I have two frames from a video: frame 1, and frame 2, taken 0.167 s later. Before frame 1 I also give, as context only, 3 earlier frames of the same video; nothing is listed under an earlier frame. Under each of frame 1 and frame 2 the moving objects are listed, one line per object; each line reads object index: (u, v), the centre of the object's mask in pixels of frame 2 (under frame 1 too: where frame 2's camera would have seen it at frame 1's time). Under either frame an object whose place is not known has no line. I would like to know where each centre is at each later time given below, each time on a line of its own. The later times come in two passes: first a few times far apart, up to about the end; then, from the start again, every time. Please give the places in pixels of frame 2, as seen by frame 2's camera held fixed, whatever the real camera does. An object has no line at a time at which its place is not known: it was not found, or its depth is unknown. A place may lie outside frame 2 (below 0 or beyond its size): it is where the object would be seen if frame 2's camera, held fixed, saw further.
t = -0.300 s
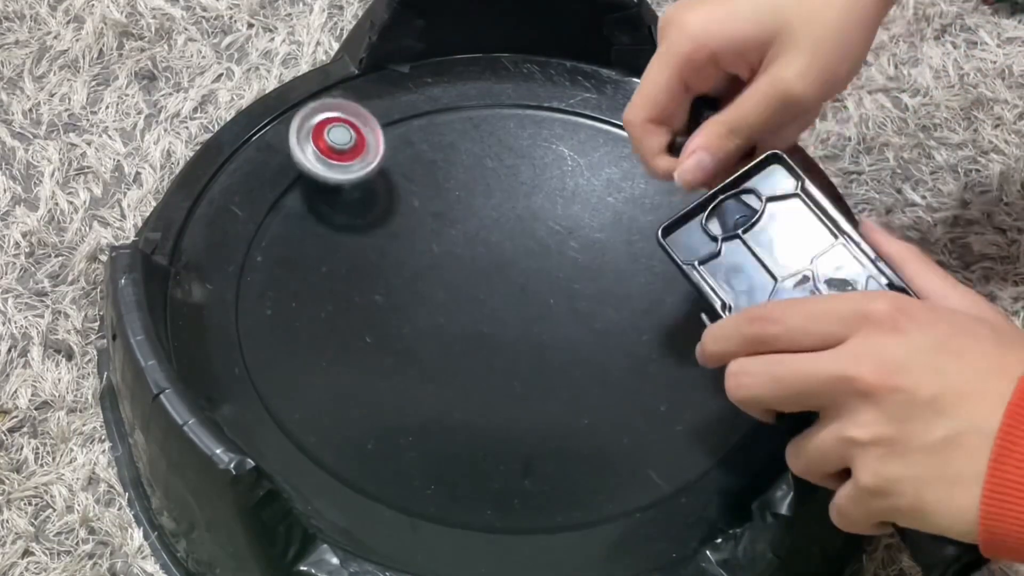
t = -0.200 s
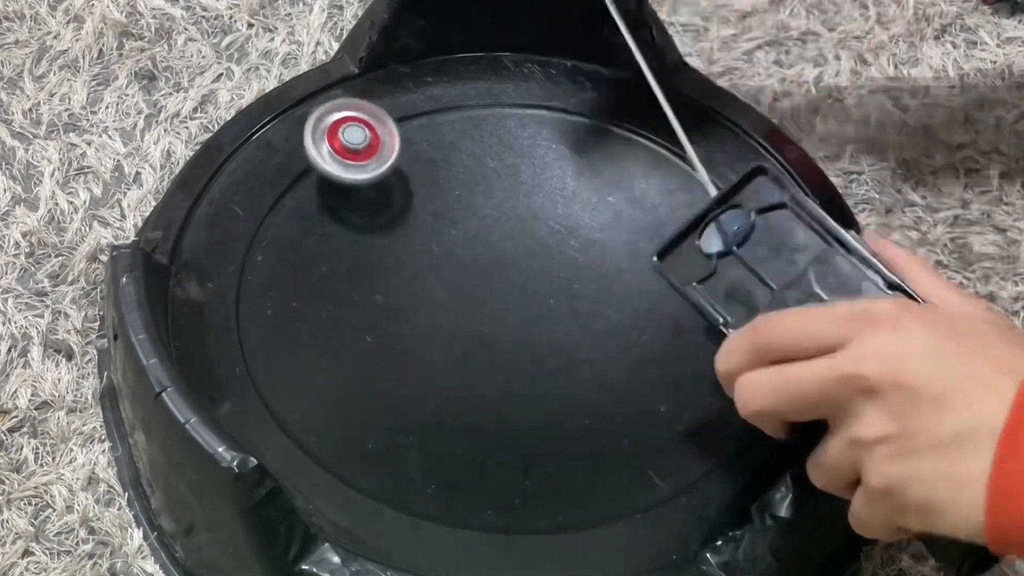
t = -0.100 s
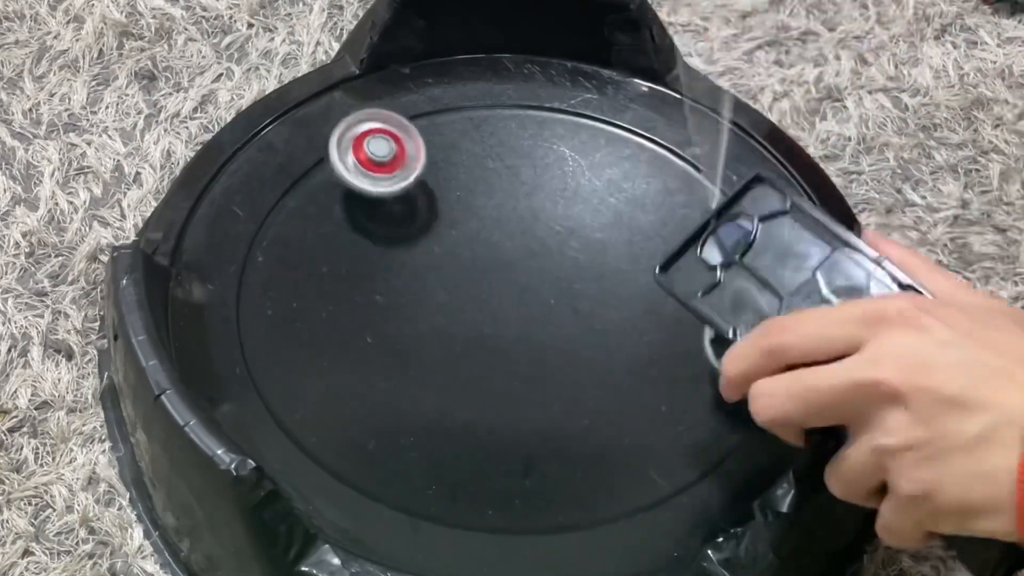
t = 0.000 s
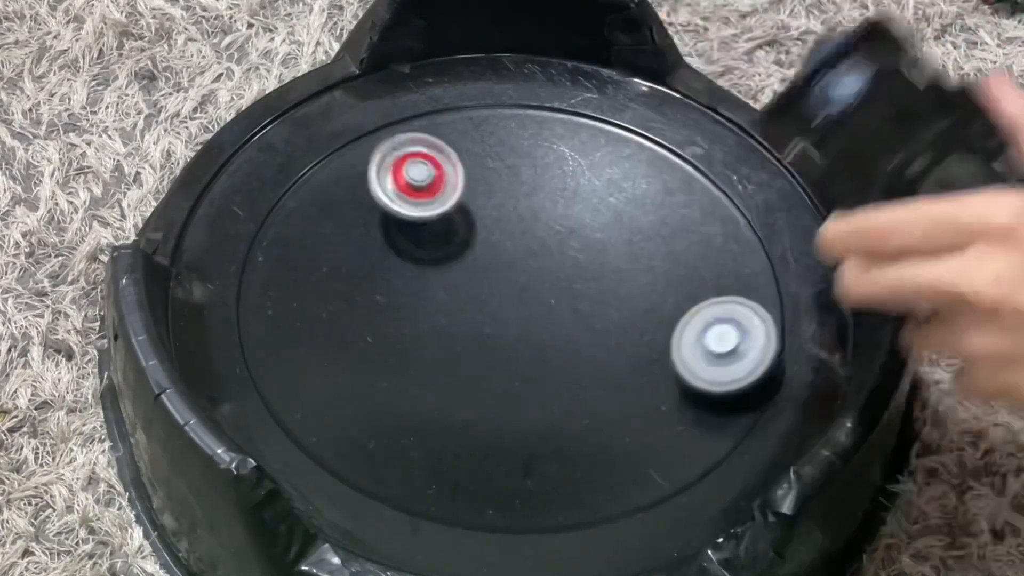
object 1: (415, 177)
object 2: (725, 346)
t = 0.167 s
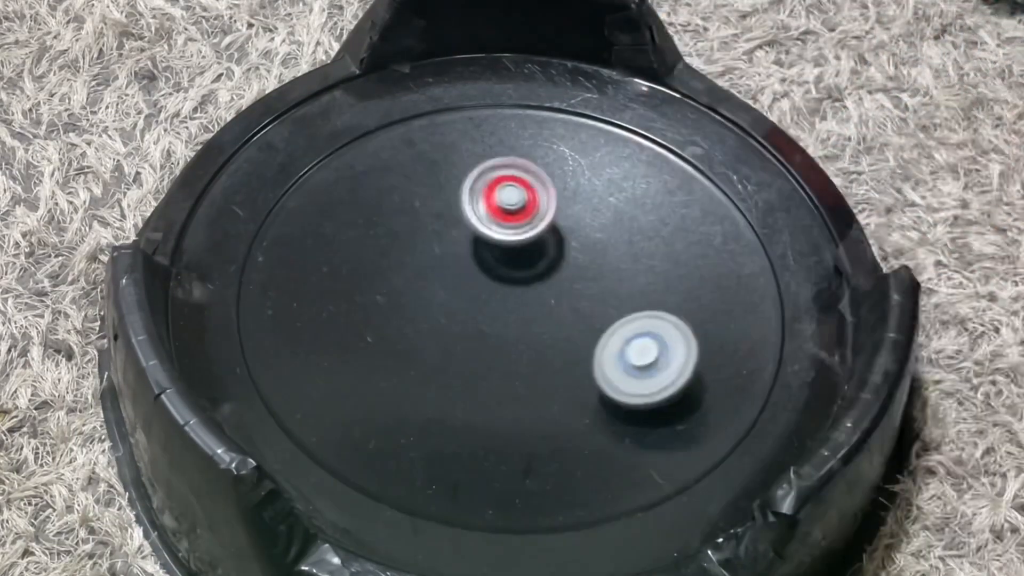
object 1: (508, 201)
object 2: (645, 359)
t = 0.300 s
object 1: (580, 184)
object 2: (581, 370)
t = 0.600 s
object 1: (646, 126)
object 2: (490, 366)
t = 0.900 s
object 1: (605, 196)
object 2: (588, 392)
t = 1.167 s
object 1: (621, 344)
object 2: (714, 399)
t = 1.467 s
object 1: (514, 366)
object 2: (720, 383)
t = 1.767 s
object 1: (584, 429)
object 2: (565, 347)
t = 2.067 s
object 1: (556, 313)
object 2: (445, 387)
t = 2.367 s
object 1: (357, 291)
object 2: (443, 429)
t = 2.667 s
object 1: (364, 349)
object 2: (541, 391)
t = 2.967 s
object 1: (393, 273)
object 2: (526, 183)
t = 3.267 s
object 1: (388, 206)
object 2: (252, 189)
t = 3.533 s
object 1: (425, 196)
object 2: (308, 319)
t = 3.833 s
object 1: (526, 186)
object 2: (466, 326)
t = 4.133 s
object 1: (571, 181)
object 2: (501, 246)
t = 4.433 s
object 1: (628, 217)
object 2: (472, 221)
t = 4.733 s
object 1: (649, 281)
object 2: (494, 237)
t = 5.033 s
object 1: (397, 348)
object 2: (593, 314)
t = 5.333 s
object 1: (592, 199)
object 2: (452, 335)
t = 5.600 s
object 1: (472, 367)
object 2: (483, 243)
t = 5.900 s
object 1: (551, 209)
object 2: (574, 321)
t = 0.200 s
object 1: (528, 199)
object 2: (629, 362)
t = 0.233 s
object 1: (547, 196)
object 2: (613, 365)
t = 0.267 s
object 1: (565, 191)
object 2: (597, 368)
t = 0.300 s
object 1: (580, 184)
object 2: (581, 370)
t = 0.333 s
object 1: (593, 176)
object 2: (565, 372)
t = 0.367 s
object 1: (605, 169)
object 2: (549, 372)
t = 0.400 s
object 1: (615, 160)
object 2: (535, 372)
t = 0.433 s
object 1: (623, 152)
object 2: (522, 372)
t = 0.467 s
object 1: (630, 144)
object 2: (511, 370)
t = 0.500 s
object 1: (636, 137)
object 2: (502, 369)
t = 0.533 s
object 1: (640, 131)
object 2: (495, 367)
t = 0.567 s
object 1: (643, 127)
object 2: (491, 367)
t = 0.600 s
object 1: (646, 126)
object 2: (490, 366)
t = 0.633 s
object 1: (647, 125)
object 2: (492, 367)
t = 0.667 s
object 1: (647, 128)
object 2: (497, 368)
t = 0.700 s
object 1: (646, 131)
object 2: (503, 371)
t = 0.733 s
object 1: (643, 136)
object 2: (513, 373)
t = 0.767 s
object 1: (637, 144)
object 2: (524, 377)
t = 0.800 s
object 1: (631, 154)
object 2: (538, 380)
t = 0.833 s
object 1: (623, 166)
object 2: (553, 384)
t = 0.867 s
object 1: (614, 179)
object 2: (569, 388)
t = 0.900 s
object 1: (605, 196)
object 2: (588, 392)
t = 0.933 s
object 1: (597, 213)
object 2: (608, 395)
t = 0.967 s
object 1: (591, 233)
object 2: (630, 398)
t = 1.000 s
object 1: (588, 253)
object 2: (651, 400)
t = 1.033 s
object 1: (589, 272)
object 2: (669, 401)
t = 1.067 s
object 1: (592, 292)
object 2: (683, 402)
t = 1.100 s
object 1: (600, 311)
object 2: (695, 401)
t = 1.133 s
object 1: (610, 329)
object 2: (705, 399)
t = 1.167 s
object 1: (621, 344)
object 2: (714, 399)
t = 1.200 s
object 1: (604, 335)
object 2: (744, 405)
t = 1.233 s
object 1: (585, 338)
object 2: (766, 413)
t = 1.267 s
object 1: (568, 334)
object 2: (773, 410)
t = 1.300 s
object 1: (554, 335)
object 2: (769, 407)
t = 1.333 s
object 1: (542, 337)
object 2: (764, 403)
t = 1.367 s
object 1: (533, 341)
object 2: (757, 399)
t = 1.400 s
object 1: (525, 347)
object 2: (748, 396)
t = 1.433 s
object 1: (520, 355)
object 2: (735, 391)
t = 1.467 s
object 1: (514, 366)
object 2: (720, 383)
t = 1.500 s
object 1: (512, 378)
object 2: (704, 376)
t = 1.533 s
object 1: (515, 391)
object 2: (687, 368)
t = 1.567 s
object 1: (520, 403)
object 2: (669, 361)
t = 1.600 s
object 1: (528, 414)
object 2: (652, 355)
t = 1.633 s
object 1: (538, 422)
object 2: (634, 350)
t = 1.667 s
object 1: (550, 428)
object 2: (617, 347)
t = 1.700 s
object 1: (562, 432)
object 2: (600, 346)
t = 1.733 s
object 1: (574, 432)
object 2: (583, 346)
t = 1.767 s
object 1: (584, 429)
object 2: (565, 347)
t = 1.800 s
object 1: (592, 423)
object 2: (548, 351)
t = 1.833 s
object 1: (598, 415)
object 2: (531, 356)
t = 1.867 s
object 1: (601, 403)
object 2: (517, 362)
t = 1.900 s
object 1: (601, 389)
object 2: (504, 368)
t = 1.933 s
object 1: (601, 373)
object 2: (488, 372)
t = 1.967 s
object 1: (598, 357)
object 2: (472, 375)
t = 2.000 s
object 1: (589, 342)
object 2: (459, 378)
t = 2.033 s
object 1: (575, 327)
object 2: (450, 382)
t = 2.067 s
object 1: (556, 313)
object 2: (445, 387)
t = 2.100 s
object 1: (535, 301)
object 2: (440, 392)
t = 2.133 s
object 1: (512, 290)
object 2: (436, 398)
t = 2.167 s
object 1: (488, 282)
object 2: (434, 404)
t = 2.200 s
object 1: (463, 277)
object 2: (433, 410)
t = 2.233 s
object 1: (438, 274)
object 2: (434, 415)
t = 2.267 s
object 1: (413, 275)
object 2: (435, 420)
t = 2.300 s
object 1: (392, 278)
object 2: (437, 424)
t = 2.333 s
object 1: (373, 283)
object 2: (440, 427)
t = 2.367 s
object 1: (357, 291)
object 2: (443, 429)
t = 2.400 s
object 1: (345, 301)
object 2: (447, 429)
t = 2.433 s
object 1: (337, 312)
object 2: (451, 428)
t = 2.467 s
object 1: (333, 324)
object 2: (455, 425)
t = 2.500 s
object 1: (336, 336)
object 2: (460, 420)
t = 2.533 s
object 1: (344, 348)
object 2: (466, 415)
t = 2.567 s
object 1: (357, 359)
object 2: (470, 408)
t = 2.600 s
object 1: (371, 360)
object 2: (481, 402)
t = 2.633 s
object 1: (367, 347)
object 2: (512, 396)
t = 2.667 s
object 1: (364, 349)
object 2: (541, 391)
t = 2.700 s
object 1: (365, 341)
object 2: (567, 380)
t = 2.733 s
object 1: (370, 335)
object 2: (586, 364)
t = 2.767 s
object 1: (376, 328)
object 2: (597, 342)
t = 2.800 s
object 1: (381, 321)
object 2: (600, 317)
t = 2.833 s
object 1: (385, 313)
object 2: (597, 291)
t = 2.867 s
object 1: (388, 304)
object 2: (587, 263)
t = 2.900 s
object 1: (391, 294)
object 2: (571, 235)
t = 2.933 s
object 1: (393, 284)
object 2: (550, 209)
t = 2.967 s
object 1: (393, 273)
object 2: (526, 183)
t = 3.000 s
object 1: (393, 262)
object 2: (497, 163)
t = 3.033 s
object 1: (391, 252)
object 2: (465, 145)
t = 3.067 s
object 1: (390, 243)
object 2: (430, 131)
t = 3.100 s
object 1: (388, 234)
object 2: (394, 122)
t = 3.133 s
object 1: (387, 227)
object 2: (361, 120)
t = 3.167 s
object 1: (386, 221)
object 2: (333, 133)
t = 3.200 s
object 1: (386, 216)
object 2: (307, 149)
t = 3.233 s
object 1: (387, 211)
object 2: (281, 167)
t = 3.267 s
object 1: (388, 206)
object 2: (252, 189)
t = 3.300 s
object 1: (390, 202)
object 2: (223, 212)
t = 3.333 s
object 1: (392, 199)
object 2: (197, 234)
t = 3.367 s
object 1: (395, 198)
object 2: (202, 242)
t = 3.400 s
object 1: (398, 196)
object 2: (220, 262)
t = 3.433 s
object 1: (403, 195)
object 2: (239, 278)
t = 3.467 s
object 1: (410, 195)
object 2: (260, 294)
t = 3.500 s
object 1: (417, 195)
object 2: (284, 307)
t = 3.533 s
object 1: (425, 196)
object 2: (308, 319)
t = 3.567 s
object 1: (435, 196)
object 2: (333, 330)
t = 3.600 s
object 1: (445, 197)
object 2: (357, 338)
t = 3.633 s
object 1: (456, 197)
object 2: (379, 344)
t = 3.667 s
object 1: (468, 197)
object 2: (400, 347)
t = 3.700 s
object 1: (480, 196)
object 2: (417, 347)
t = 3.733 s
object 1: (492, 195)
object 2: (432, 344)
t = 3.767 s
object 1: (504, 193)
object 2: (445, 340)
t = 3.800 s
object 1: (515, 190)
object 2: (456, 333)
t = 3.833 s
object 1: (526, 186)
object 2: (466, 326)
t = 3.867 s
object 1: (535, 183)
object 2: (476, 318)
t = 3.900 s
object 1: (543, 181)
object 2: (484, 310)
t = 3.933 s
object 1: (550, 178)
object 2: (491, 301)
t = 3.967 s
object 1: (555, 176)
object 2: (496, 292)
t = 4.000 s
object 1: (560, 174)
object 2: (499, 283)
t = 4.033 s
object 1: (564, 174)
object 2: (501, 273)
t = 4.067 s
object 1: (567, 175)
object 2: (502, 264)
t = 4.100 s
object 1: (569, 177)
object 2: (502, 255)
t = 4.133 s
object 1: (571, 181)
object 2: (501, 246)
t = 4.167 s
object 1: (574, 184)
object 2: (496, 238)
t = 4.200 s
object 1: (583, 188)
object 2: (487, 236)
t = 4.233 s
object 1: (590, 192)
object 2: (481, 233)
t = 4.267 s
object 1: (597, 196)
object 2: (478, 231)
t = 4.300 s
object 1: (604, 199)
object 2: (476, 227)
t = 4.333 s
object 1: (611, 203)
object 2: (474, 225)
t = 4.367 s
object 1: (618, 206)
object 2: (473, 223)
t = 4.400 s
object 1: (623, 211)
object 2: (472, 222)
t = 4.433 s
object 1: (628, 217)
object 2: (472, 221)
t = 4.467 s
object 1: (632, 223)
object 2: (472, 222)
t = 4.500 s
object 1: (635, 229)
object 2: (472, 223)
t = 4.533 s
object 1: (638, 236)
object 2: (474, 224)
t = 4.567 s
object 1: (642, 243)
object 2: (476, 226)
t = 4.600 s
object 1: (644, 251)
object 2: (478, 228)
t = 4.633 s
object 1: (646, 258)
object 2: (481, 230)
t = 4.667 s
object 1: (647, 265)
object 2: (485, 232)
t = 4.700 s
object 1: (648, 273)
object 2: (489, 235)
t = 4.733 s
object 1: (649, 281)
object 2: (494, 237)
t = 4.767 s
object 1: (648, 288)
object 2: (500, 239)
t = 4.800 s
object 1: (645, 311)
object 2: (516, 241)
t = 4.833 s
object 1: (643, 348)
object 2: (537, 240)
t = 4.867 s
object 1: (630, 375)
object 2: (554, 249)
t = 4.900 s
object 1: (597, 387)
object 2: (570, 261)
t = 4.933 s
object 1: (548, 386)
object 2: (586, 274)
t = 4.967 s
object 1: (489, 376)
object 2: (593, 286)
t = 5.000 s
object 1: (433, 363)
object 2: (595, 301)
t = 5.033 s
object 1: (397, 348)
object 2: (593, 314)
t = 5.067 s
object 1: (381, 324)
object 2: (587, 326)
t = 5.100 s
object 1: (386, 291)
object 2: (576, 337)
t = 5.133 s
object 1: (395, 250)
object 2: (557, 347)
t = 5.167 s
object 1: (403, 213)
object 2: (540, 357)
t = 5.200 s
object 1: (417, 192)
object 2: (523, 362)
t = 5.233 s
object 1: (449, 193)
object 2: (505, 362)
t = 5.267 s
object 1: (500, 198)
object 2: (488, 357)
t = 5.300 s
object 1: (554, 200)
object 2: (469, 347)
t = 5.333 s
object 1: (592, 199)
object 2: (452, 335)
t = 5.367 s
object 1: (604, 212)
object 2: (440, 323)
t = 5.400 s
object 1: (605, 251)
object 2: (433, 308)
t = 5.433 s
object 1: (620, 301)
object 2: (433, 295)
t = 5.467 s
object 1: (641, 338)
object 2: (436, 278)
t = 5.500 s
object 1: (646, 351)
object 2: (441, 263)
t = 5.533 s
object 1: (610, 351)
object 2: (451, 252)
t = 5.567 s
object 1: (540, 355)
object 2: (465, 246)
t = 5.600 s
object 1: (472, 367)
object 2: (483, 243)
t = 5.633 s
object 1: (435, 377)
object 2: (504, 243)
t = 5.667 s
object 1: (434, 368)
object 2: (523, 244)
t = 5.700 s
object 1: (436, 327)
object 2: (538, 247)
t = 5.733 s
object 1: (419, 270)
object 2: (549, 255)
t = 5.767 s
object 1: (393, 227)
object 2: (559, 267)
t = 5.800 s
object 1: (379, 214)
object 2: (568, 281)
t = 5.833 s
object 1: (411, 228)
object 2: (576, 296)
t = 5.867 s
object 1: (484, 230)
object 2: (576, 308)
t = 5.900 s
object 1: (551, 209)
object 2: (574, 321)
